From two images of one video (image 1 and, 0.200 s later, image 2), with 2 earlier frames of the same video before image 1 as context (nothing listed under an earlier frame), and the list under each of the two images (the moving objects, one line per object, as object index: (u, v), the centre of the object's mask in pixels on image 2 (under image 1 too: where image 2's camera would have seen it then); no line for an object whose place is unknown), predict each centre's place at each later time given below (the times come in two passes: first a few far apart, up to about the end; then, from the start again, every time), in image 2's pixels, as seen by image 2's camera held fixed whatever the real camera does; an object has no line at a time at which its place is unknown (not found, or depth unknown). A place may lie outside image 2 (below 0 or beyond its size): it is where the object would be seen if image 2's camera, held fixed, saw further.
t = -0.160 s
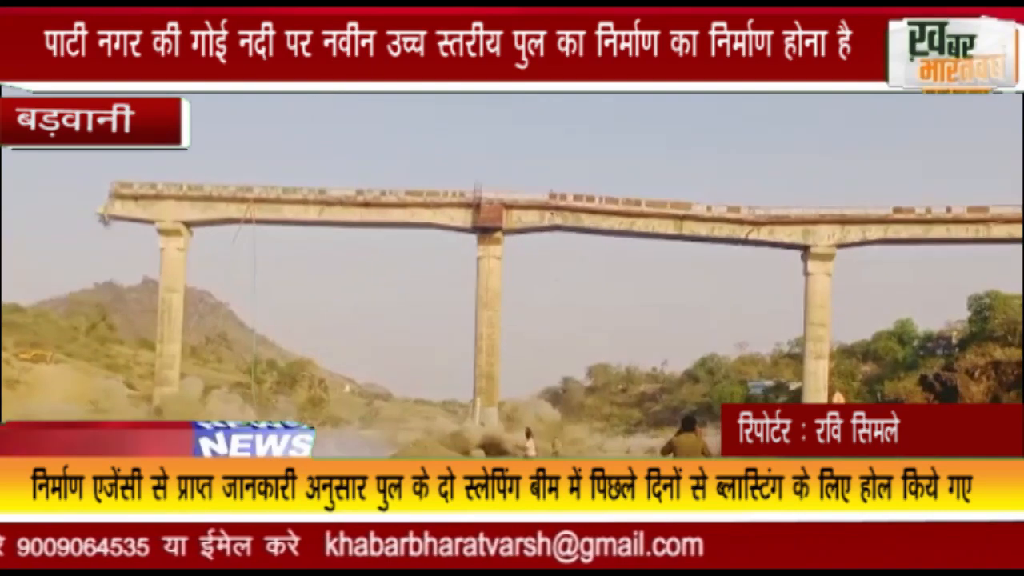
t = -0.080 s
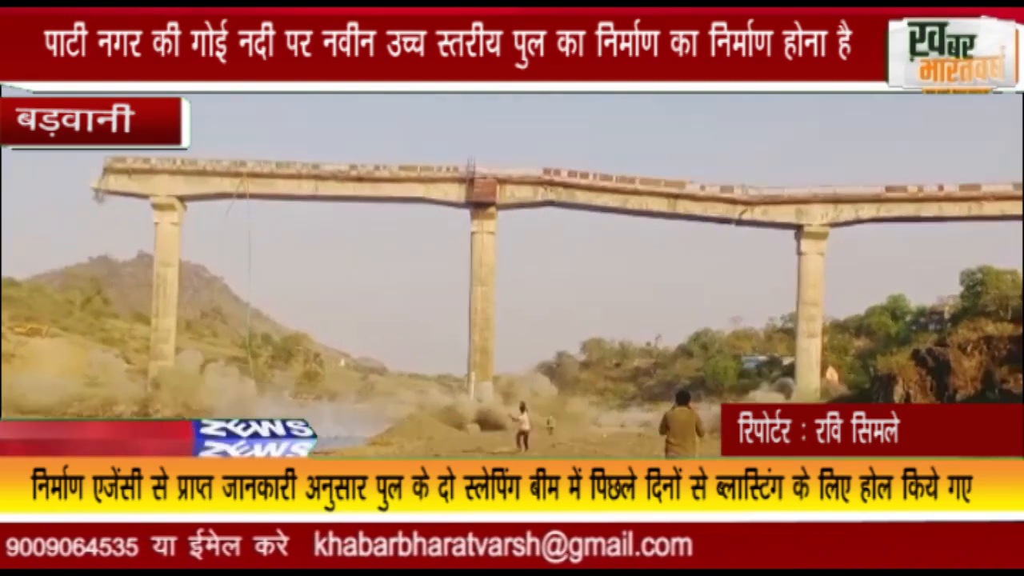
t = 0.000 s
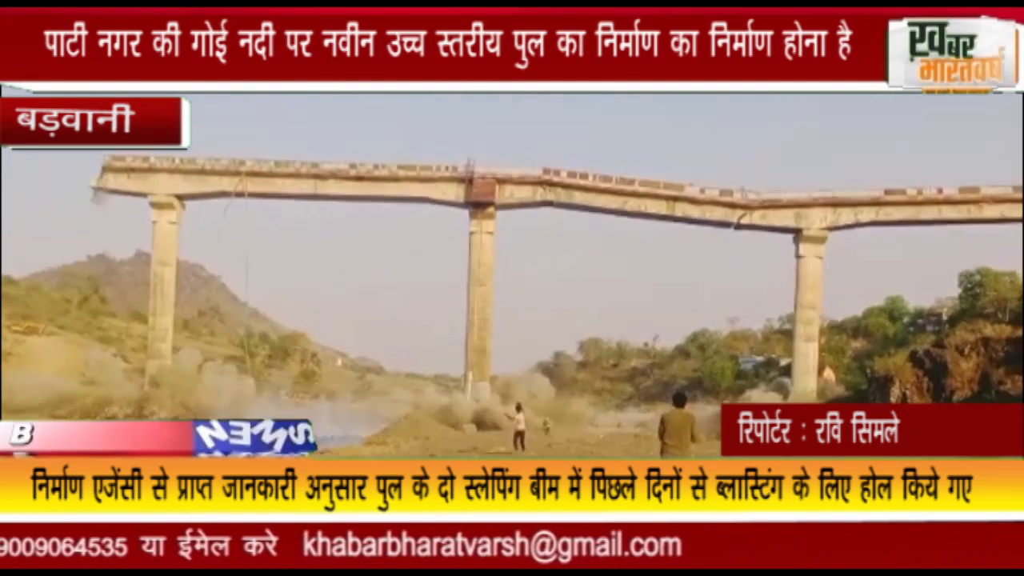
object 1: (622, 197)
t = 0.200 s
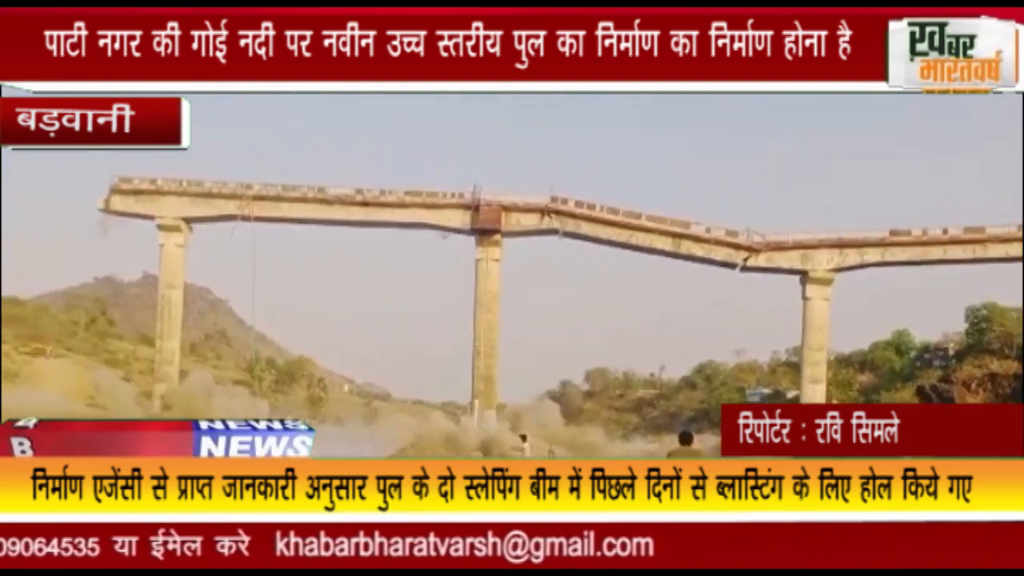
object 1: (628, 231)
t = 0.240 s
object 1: (643, 238)
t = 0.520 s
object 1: (648, 221)
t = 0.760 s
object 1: (647, 214)
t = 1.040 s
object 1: (661, 253)
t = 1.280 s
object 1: (641, 237)
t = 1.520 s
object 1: (639, 239)
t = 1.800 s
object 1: (638, 241)
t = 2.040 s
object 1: (639, 231)
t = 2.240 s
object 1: (642, 232)
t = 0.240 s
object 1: (643, 238)
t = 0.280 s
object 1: (651, 239)
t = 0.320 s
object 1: (655, 241)
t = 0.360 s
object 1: (660, 239)
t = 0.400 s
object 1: (660, 234)
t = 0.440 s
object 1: (660, 229)
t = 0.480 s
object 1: (657, 225)
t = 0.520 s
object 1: (648, 221)
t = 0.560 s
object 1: (644, 216)
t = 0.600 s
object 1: (643, 219)
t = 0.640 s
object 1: (645, 219)
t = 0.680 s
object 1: (646, 220)
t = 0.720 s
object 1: (649, 218)
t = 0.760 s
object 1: (647, 214)
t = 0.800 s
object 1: (645, 214)
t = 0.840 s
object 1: (647, 220)
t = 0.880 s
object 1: (646, 224)
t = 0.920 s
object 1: (648, 240)
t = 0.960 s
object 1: (653, 249)
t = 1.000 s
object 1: (657, 253)
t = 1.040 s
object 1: (661, 253)
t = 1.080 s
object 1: (660, 249)
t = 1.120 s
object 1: (660, 247)
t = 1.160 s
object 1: (657, 244)
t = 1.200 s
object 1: (649, 240)
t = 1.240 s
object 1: (644, 238)
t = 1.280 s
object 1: (641, 237)
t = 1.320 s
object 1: (641, 237)
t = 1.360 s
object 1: (638, 237)
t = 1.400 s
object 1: (642, 236)
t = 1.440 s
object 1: (643, 236)
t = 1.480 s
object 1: (640, 236)
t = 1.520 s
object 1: (639, 239)
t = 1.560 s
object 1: (640, 242)
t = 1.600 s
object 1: (642, 243)
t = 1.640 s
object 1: (642, 245)
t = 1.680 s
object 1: (647, 244)
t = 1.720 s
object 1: (644, 246)
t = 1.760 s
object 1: (640, 245)
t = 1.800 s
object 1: (638, 241)
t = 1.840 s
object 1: (636, 239)
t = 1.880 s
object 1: (636, 236)
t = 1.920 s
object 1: (634, 234)
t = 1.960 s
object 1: (635, 234)
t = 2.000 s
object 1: (637, 232)
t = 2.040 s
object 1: (639, 231)
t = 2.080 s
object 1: (640, 231)
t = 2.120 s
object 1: (641, 233)
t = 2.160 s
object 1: (642, 233)
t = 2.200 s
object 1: (642, 230)
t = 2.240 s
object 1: (642, 232)
